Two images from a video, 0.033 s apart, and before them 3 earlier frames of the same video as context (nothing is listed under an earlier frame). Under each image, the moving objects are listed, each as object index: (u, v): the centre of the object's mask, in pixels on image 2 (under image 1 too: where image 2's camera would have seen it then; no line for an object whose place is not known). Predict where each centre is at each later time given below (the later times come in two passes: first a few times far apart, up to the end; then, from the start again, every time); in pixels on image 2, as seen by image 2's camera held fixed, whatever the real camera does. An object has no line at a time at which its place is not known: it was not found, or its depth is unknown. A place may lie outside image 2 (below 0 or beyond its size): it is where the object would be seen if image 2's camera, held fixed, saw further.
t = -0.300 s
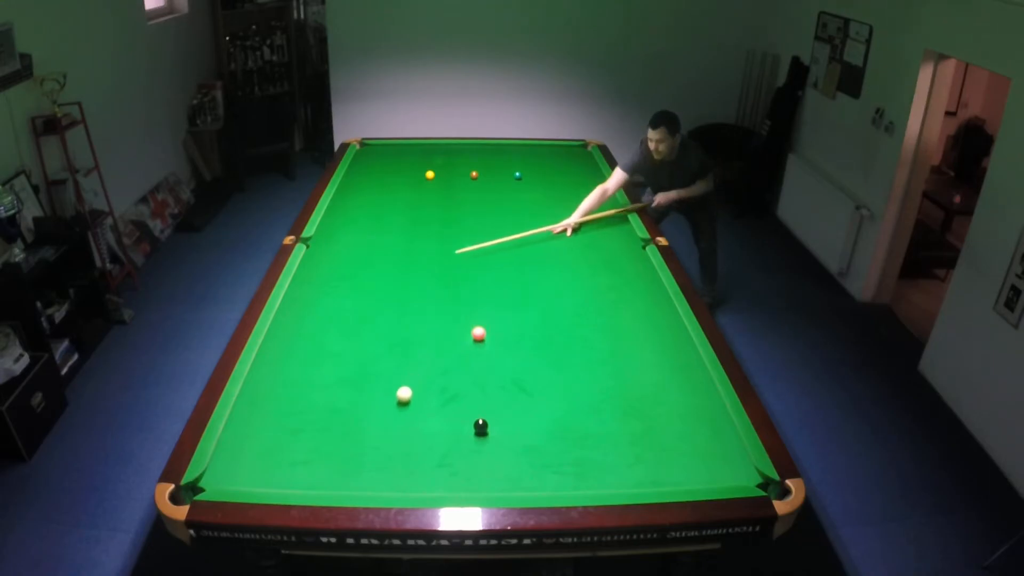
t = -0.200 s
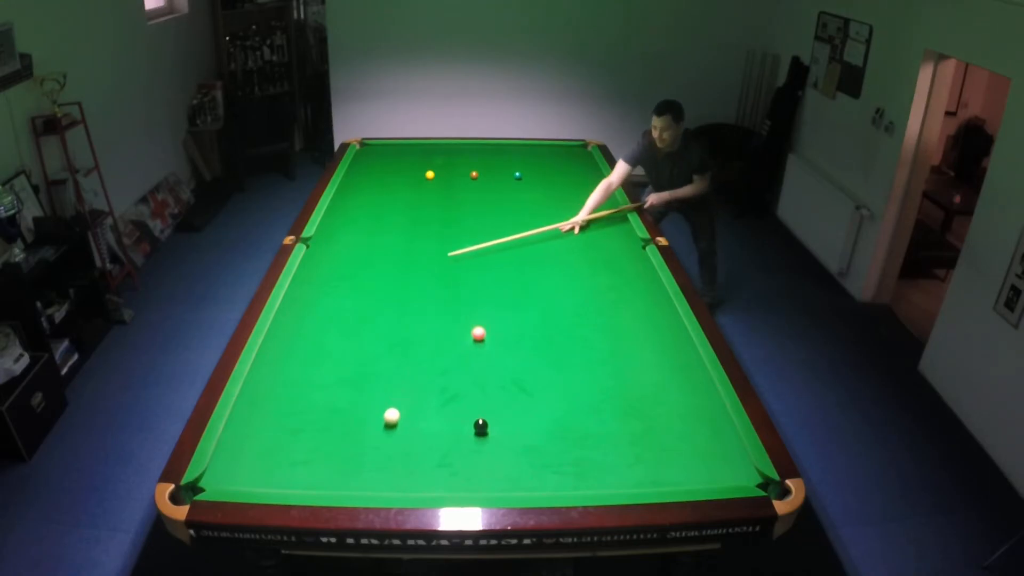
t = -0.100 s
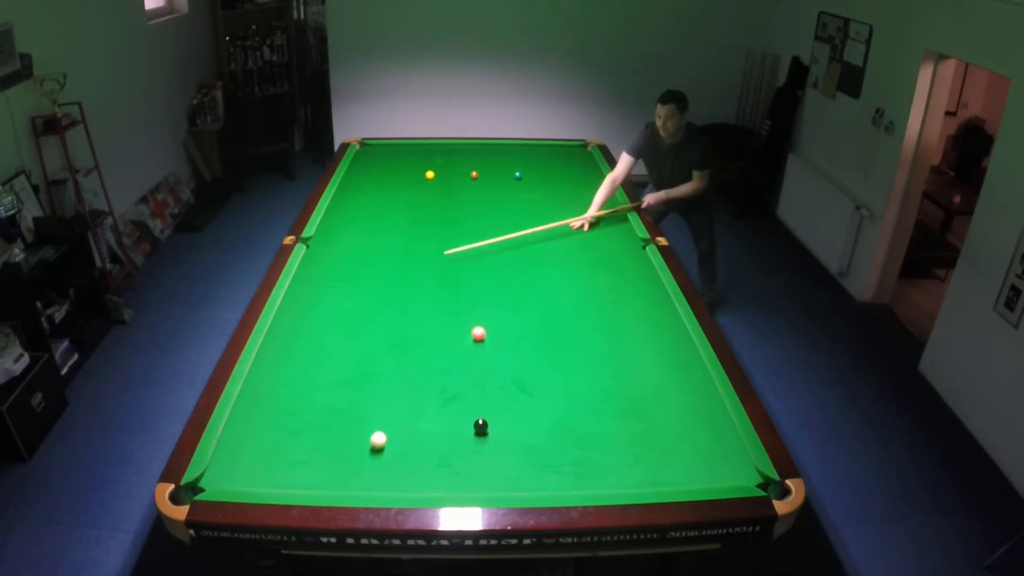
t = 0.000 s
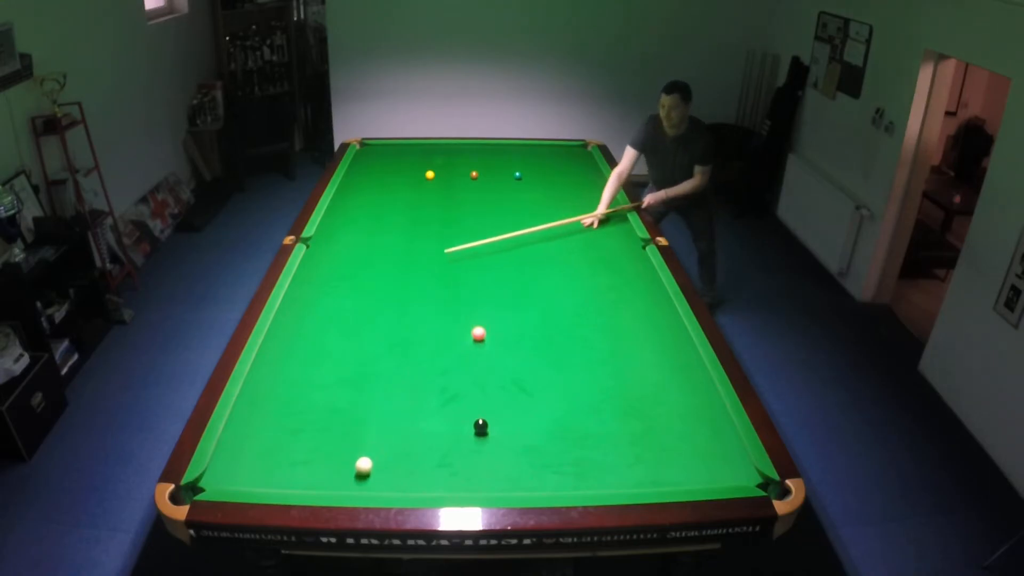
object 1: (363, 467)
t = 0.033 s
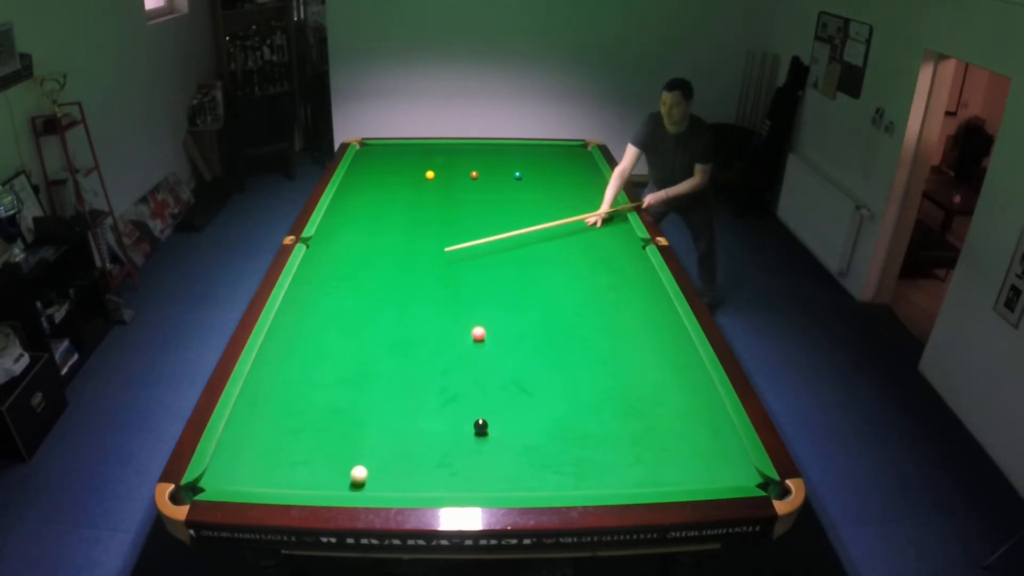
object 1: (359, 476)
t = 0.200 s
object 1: (360, 465)
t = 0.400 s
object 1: (371, 435)
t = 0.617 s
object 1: (382, 407)
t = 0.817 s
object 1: (390, 384)
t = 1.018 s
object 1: (398, 364)
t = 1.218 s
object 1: (405, 346)
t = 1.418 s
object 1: (411, 330)
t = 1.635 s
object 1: (417, 314)
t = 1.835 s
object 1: (422, 301)
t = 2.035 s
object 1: (427, 290)
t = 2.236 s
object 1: (431, 279)
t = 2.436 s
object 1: (435, 269)
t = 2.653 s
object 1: (439, 260)
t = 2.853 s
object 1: (442, 252)
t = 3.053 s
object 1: (445, 245)
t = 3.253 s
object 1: (448, 239)
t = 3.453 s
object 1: (450, 233)
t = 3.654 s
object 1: (452, 228)
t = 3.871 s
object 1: (454, 222)
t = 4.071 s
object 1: (456, 218)
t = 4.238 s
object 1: (457, 214)
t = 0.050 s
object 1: (356, 480)
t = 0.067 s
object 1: (354, 483)
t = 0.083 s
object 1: (352, 486)
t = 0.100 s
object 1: (352, 484)
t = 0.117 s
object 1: (354, 482)
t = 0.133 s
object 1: (355, 478)
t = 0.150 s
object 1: (357, 474)
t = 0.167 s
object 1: (358, 471)
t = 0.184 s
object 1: (359, 468)
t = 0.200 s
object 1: (360, 465)
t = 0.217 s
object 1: (362, 462)
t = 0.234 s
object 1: (362, 459)
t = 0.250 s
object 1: (363, 457)
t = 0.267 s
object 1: (364, 454)
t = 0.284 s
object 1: (365, 452)
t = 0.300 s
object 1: (366, 449)
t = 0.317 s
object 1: (367, 447)
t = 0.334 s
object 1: (368, 444)
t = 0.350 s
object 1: (369, 442)
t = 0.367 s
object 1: (370, 440)
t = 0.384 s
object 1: (370, 437)
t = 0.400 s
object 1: (371, 435)
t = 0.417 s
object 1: (372, 433)
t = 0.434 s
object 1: (373, 430)
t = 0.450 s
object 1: (374, 428)
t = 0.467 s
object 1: (375, 426)
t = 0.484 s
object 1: (375, 424)
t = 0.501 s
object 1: (376, 422)
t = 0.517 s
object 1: (377, 420)
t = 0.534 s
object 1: (378, 417)
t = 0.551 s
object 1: (379, 415)
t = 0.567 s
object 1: (379, 413)
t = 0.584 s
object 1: (380, 411)
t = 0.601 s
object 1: (381, 409)
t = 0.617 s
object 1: (382, 407)
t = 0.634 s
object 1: (382, 405)
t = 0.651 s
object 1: (383, 403)
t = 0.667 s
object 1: (384, 401)
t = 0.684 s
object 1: (384, 399)
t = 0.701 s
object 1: (385, 397)
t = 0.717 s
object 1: (386, 395)
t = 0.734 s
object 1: (386, 393)
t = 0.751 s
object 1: (387, 392)
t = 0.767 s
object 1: (388, 390)
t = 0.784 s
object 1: (389, 388)
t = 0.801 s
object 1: (389, 386)
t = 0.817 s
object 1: (390, 384)
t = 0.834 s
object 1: (391, 382)
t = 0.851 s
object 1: (391, 380)
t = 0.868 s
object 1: (392, 379)
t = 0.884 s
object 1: (393, 377)
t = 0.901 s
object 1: (393, 375)
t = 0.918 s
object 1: (394, 374)
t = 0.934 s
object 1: (394, 372)
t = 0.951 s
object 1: (395, 370)
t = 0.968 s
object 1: (396, 369)
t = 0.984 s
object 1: (396, 367)
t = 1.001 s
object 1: (397, 366)
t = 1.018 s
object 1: (398, 364)
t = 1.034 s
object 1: (398, 362)
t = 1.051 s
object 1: (399, 360)
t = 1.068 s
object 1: (399, 359)
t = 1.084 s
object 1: (400, 358)
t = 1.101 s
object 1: (401, 356)
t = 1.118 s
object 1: (401, 355)
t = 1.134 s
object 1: (402, 353)
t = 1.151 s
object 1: (402, 351)
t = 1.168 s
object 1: (403, 350)
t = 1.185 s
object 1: (403, 349)
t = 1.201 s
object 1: (404, 347)
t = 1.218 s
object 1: (405, 346)
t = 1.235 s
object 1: (405, 344)
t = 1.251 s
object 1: (406, 343)
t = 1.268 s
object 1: (406, 341)
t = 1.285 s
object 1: (407, 340)
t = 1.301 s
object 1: (407, 339)
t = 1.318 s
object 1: (408, 337)
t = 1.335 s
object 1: (408, 336)
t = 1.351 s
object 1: (409, 335)
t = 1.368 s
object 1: (409, 333)
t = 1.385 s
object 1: (410, 332)
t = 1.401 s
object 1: (410, 331)
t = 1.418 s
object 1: (411, 330)
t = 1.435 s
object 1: (412, 328)
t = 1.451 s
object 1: (412, 327)
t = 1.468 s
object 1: (412, 326)
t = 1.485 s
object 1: (413, 324)
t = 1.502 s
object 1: (413, 323)
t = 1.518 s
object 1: (414, 322)
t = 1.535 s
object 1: (414, 321)
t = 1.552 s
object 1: (415, 320)
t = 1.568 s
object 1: (415, 318)
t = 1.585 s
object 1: (416, 317)
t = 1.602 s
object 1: (416, 316)
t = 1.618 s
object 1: (417, 315)
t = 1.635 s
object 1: (417, 314)
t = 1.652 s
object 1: (418, 313)
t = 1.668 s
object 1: (418, 312)
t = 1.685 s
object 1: (419, 310)
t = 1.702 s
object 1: (419, 309)
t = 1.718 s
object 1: (419, 308)
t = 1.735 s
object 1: (420, 307)
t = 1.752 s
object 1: (420, 306)
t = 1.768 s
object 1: (421, 305)
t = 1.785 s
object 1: (421, 304)
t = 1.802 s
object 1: (422, 303)
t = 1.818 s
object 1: (422, 302)
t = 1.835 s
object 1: (422, 301)
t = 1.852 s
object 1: (423, 300)
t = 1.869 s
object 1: (423, 299)
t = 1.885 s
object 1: (424, 298)
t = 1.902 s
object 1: (424, 297)
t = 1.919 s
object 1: (424, 296)
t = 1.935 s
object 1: (425, 295)
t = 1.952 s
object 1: (425, 294)
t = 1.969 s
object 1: (426, 293)
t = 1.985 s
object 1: (426, 292)
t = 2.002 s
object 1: (426, 291)
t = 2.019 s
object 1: (427, 290)
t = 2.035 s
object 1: (427, 290)
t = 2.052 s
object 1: (427, 289)
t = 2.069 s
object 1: (428, 288)
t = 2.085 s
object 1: (428, 287)
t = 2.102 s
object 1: (428, 286)
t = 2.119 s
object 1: (429, 285)
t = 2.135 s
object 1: (429, 284)
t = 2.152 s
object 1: (429, 283)
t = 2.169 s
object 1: (430, 282)
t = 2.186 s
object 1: (430, 282)
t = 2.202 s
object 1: (430, 281)
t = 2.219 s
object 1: (431, 280)
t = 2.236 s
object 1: (431, 279)
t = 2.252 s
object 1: (432, 278)
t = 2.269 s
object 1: (432, 277)
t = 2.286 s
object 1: (432, 277)
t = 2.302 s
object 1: (432, 276)
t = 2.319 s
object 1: (433, 275)
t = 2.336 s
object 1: (433, 274)
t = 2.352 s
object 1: (433, 273)
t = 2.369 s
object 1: (434, 273)
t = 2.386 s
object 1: (434, 272)
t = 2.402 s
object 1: (434, 271)
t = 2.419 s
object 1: (435, 270)
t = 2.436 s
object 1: (435, 269)
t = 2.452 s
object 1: (435, 269)
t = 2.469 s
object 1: (436, 268)
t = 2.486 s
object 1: (436, 267)
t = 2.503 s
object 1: (436, 267)
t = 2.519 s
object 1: (437, 266)
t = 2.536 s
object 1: (437, 265)
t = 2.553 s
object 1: (437, 264)
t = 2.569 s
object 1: (437, 264)
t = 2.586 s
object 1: (438, 263)
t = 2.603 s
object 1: (438, 262)
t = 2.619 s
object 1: (438, 262)
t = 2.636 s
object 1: (439, 261)
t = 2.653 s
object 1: (439, 260)
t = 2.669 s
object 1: (439, 260)
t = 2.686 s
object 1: (440, 259)
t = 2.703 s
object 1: (440, 258)
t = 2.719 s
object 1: (440, 258)
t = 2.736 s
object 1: (440, 257)
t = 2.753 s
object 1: (441, 256)
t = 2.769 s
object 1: (441, 256)
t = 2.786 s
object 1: (441, 255)
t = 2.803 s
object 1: (441, 254)
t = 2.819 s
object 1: (442, 254)
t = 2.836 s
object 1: (442, 253)
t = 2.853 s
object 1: (442, 252)
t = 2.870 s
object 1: (442, 252)
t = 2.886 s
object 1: (442, 251)
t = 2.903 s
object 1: (443, 251)
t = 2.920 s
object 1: (443, 250)
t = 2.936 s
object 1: (443, 249)
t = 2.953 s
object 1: (443, 249)
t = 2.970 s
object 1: (444, 248)
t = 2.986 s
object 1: (444, 248)
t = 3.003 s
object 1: (444, 247)
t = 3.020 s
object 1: (444, 247)
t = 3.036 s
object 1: (445, 246)
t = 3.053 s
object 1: (445, 245)
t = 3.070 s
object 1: (445, 245)
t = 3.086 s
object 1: (445, 244)
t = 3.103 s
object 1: (445, 244)
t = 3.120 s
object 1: (446, 243)
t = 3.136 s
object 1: (446, 243)
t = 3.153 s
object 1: (446, 242)
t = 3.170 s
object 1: (446, 242)
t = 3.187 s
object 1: (447, 241)
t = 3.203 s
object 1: (447, 241)
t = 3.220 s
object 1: (447, 240)
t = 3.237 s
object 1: (447, 239)
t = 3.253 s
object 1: (448, 239)
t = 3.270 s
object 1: (448, 238)
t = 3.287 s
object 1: (448, 238)
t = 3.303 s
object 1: (448, 237)
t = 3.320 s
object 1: (448, 237)
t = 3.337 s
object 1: (449, 236)
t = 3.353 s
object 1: (449, 236)
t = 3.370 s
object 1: (449, 235)
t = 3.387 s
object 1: (449, 235)
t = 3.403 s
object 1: (449, 235)
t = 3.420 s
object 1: (450, 234)
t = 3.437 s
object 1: (450, 233)
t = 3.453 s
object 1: (450, 233)
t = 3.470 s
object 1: (450, 233)
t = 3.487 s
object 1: (450, 232)
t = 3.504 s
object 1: (451, 232)
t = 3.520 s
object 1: (451, 231)
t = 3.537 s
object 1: (451, 231)
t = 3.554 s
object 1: (451, 230)
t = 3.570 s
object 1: (451, 230)
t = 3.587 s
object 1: (452, 229)
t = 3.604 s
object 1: (452, 229)
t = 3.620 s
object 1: (452, 229)
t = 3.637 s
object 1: (452, 228)
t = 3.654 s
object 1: (452, 228)
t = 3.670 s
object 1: (452, 227)
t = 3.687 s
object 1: (453, 227)
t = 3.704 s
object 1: (453, 226)
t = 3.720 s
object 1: (453, 226)
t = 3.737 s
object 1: (453, 226)
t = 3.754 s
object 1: (453, 225)
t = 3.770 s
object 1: (453, 225)
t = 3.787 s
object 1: (454, 224)
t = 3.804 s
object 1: (454, 224)
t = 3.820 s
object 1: (454, 223)
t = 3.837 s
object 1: (454, 223)
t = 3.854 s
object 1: (454, 223)
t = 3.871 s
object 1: (454, 222)
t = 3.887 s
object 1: (454, 222)
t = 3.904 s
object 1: (454, 222)
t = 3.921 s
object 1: (455, 221)
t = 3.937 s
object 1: (455, 221)
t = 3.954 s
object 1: (455, 220)
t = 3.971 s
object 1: (455, 220)
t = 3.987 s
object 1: (455, 220)
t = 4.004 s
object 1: (455, 219)
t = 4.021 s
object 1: (456, 219)
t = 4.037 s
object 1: (456, 219)
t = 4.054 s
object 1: (456, 218)
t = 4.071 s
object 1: (456, 218)
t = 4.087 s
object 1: (456, 218)
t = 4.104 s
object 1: (456, 217)
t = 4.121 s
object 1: (457, 217)
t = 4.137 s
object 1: (457, 217)
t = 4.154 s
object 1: (457, 216)
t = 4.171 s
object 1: (457, 216)
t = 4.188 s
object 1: (457, 216)
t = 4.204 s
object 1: (457, 215)
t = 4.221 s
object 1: (457, 215)
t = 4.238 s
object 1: (457, 214)
